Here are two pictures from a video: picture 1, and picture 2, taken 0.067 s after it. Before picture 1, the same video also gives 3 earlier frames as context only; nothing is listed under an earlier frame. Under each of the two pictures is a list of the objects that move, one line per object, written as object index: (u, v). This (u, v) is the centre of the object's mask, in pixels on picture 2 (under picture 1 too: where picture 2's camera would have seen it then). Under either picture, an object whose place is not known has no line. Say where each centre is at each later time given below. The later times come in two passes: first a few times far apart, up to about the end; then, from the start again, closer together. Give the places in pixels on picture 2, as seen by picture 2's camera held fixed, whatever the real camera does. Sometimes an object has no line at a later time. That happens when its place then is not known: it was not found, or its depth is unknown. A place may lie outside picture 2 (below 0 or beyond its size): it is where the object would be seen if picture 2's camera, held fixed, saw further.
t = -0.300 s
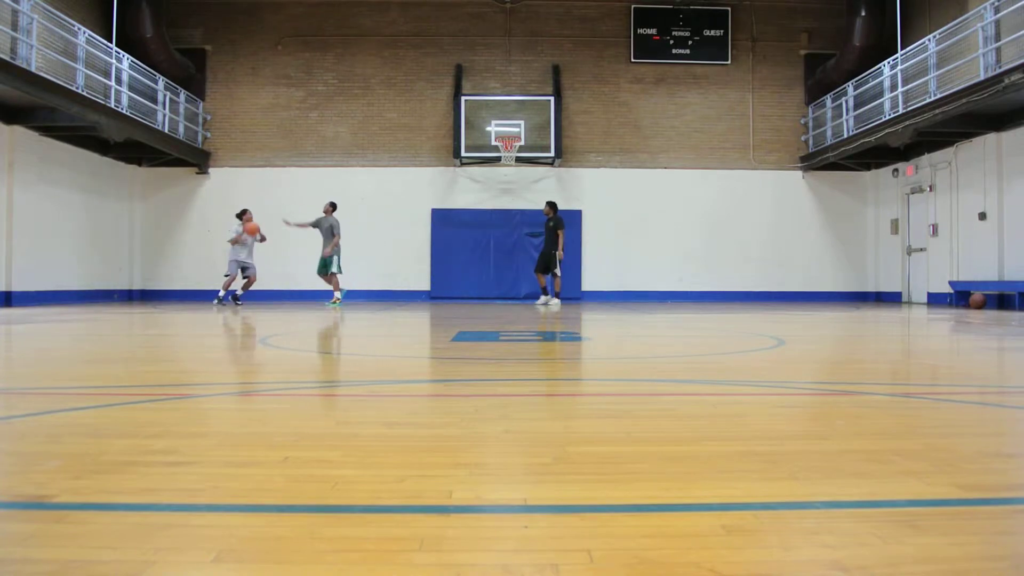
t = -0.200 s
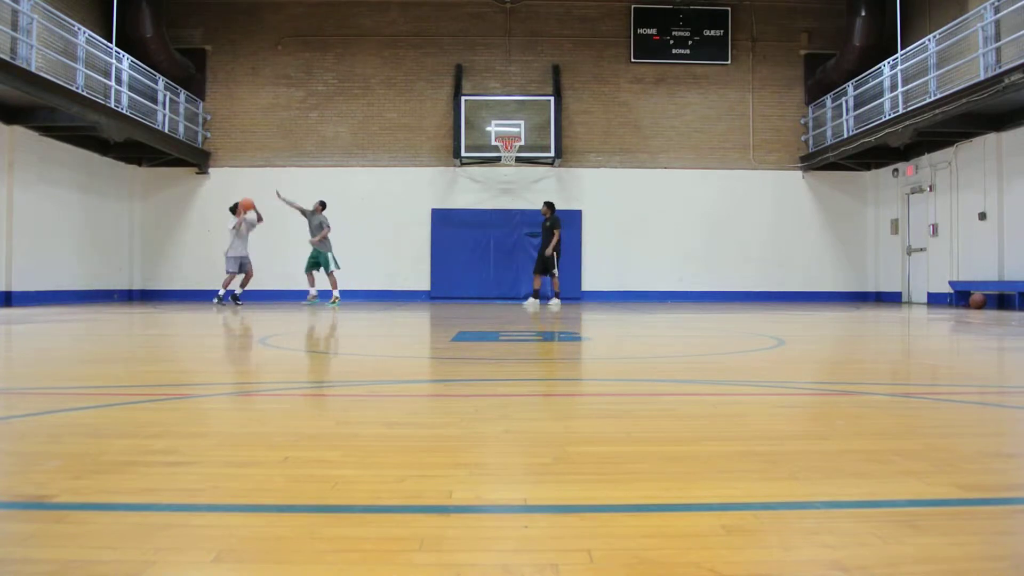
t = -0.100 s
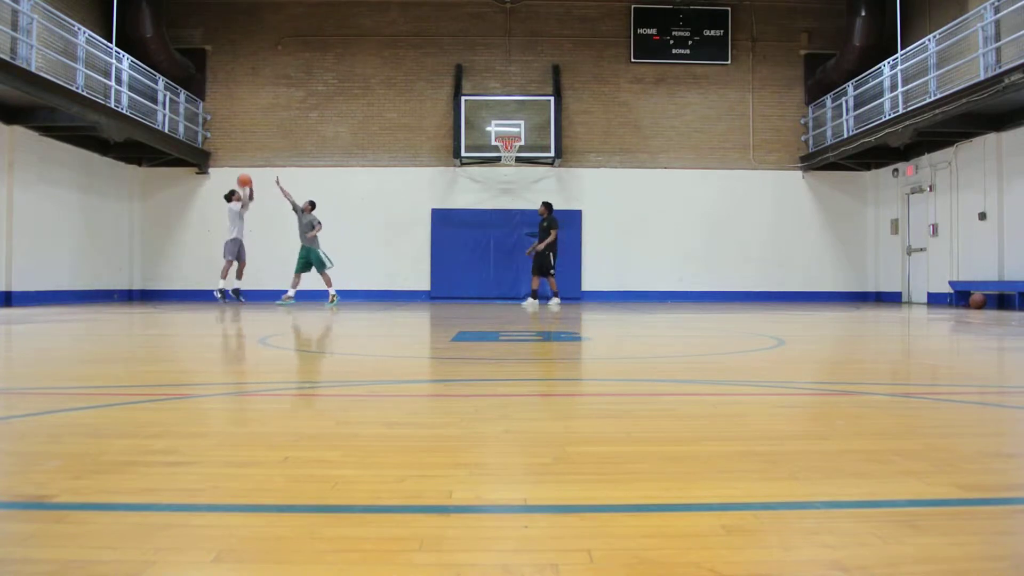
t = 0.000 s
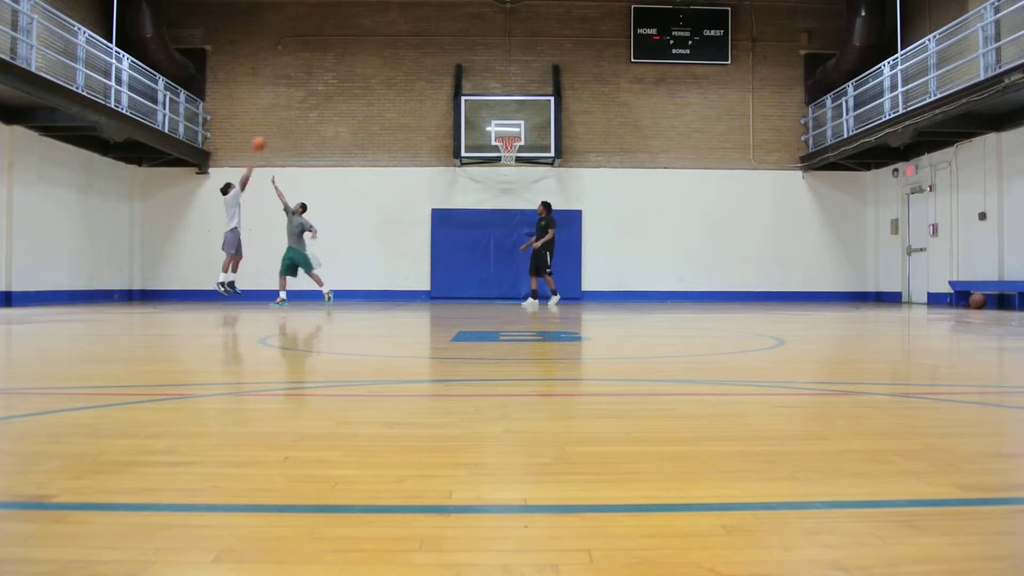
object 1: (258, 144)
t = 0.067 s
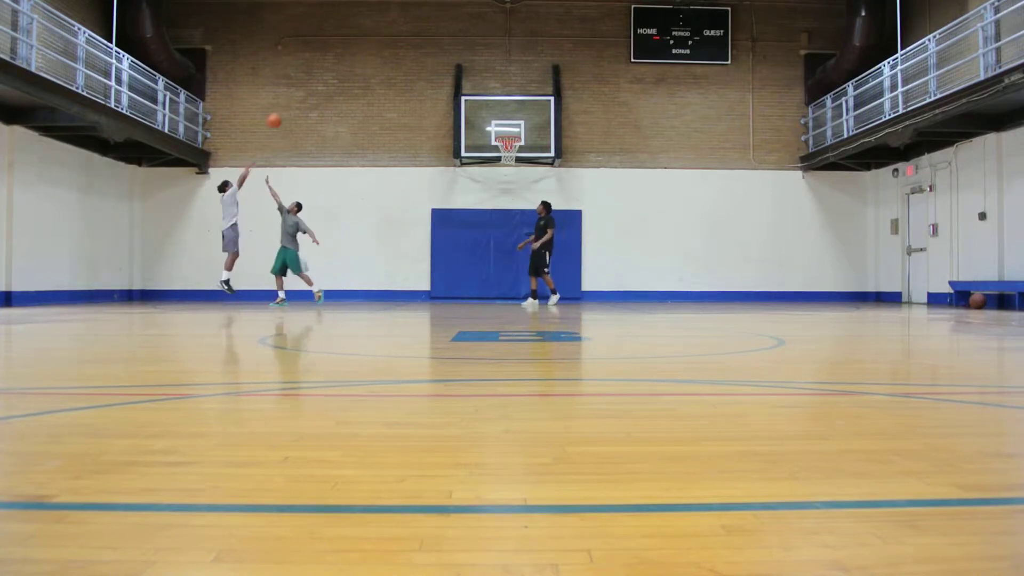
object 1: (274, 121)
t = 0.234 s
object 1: (311, 75)
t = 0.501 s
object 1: (367, 39)
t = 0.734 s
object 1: (414, 38)
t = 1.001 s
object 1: (464, 71)
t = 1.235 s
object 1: (506, 131)
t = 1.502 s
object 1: (509, 164)
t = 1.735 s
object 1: (502, 210)
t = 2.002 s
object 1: (495, 299)
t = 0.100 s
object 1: (281, 111)
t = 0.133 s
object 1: (289, 101)
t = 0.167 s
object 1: (296, 92)
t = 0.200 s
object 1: (304, 83)
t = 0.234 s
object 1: (311, 75)
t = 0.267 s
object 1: (318, 69)
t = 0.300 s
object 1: (326, 62)
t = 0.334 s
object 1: (333, 57)
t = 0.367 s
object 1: (339, 52)
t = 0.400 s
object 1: (347, 48)
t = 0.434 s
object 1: (353, 44)
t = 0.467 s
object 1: (360, 41)
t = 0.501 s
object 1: (367, 39)
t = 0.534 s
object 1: (374, 37)
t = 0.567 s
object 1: (381, 36)
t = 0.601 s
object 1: (387, 35)
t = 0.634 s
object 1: (394, 35)
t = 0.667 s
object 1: (401, 35)
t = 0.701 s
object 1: (408, 36)
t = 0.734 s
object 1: (414, 38)
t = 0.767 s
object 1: (420, 40)
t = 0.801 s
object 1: (426, 43)
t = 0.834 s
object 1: (433, 46)
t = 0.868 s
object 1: (439, 49)
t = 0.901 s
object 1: (446, 54)
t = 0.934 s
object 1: (452, 60)
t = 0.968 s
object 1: (458, 66)
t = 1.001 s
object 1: (464, 71)
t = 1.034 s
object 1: (471, 79)
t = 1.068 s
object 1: (476, 86)
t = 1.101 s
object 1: (482, 94)
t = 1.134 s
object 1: (488, 103)
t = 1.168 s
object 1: (494, 111)
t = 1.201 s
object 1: (500, 121)
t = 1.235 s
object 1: (506, 131)
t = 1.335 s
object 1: (512, 150)
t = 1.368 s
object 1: (511, 154)
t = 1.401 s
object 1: (511, 154)
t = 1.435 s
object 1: (510, 158)
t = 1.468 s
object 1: (509, 161)
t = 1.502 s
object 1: (509, 164)
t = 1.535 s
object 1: (507, 169)
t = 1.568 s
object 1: (506, 174)
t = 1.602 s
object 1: (506, 180)
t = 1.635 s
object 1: (505, 186)
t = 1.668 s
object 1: (504, 193)
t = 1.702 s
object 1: (503, 201)
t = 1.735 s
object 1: (502, 210)
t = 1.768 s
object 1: (501, 218)
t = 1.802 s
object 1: (500, 227)
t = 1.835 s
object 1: (499, 238)
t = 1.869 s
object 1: (498, 249)
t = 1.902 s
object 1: (498, 261)
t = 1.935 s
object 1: (497, 273)
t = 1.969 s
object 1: (496, 286)
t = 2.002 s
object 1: (495, 299)
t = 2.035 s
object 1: (493, 291)
